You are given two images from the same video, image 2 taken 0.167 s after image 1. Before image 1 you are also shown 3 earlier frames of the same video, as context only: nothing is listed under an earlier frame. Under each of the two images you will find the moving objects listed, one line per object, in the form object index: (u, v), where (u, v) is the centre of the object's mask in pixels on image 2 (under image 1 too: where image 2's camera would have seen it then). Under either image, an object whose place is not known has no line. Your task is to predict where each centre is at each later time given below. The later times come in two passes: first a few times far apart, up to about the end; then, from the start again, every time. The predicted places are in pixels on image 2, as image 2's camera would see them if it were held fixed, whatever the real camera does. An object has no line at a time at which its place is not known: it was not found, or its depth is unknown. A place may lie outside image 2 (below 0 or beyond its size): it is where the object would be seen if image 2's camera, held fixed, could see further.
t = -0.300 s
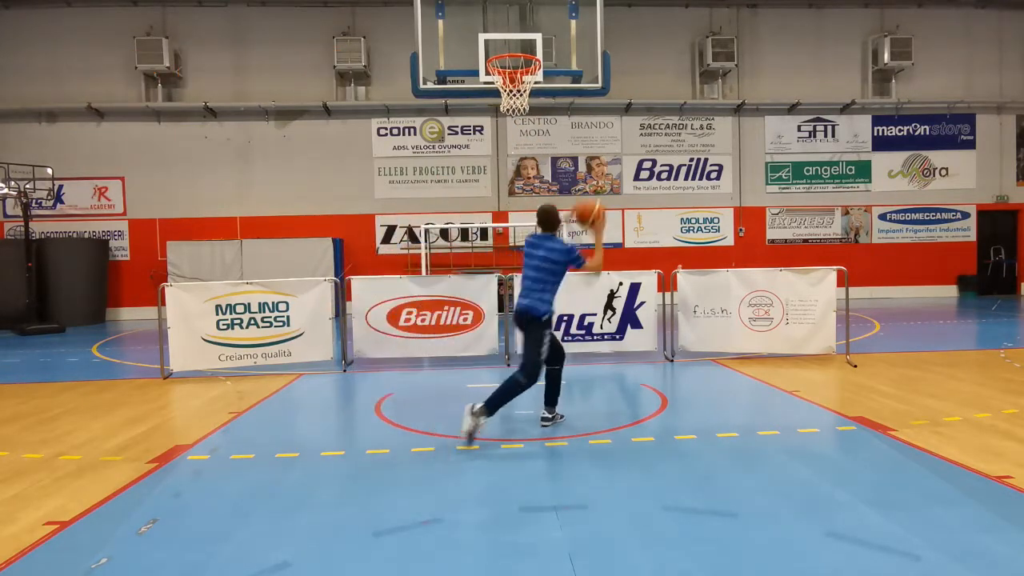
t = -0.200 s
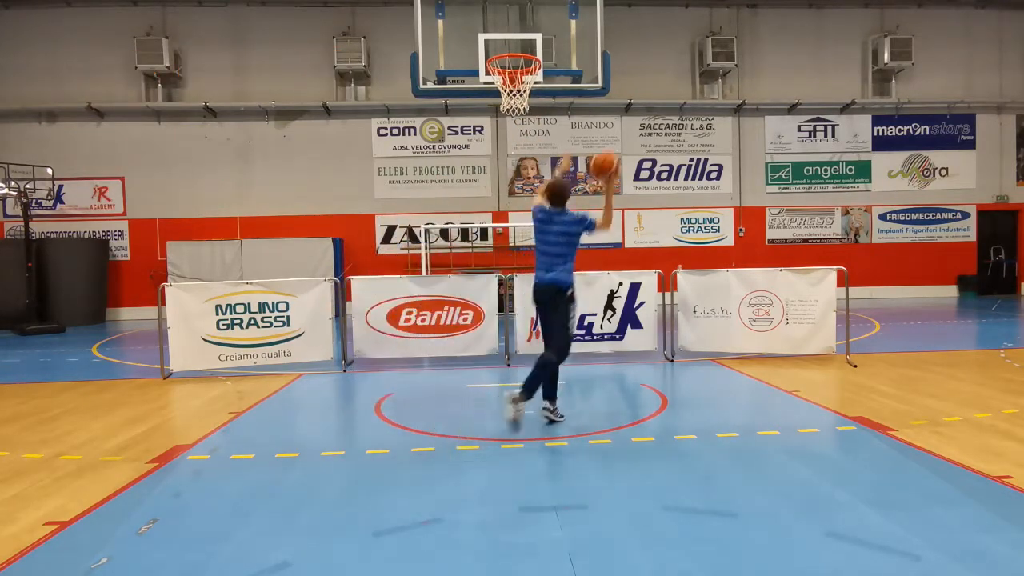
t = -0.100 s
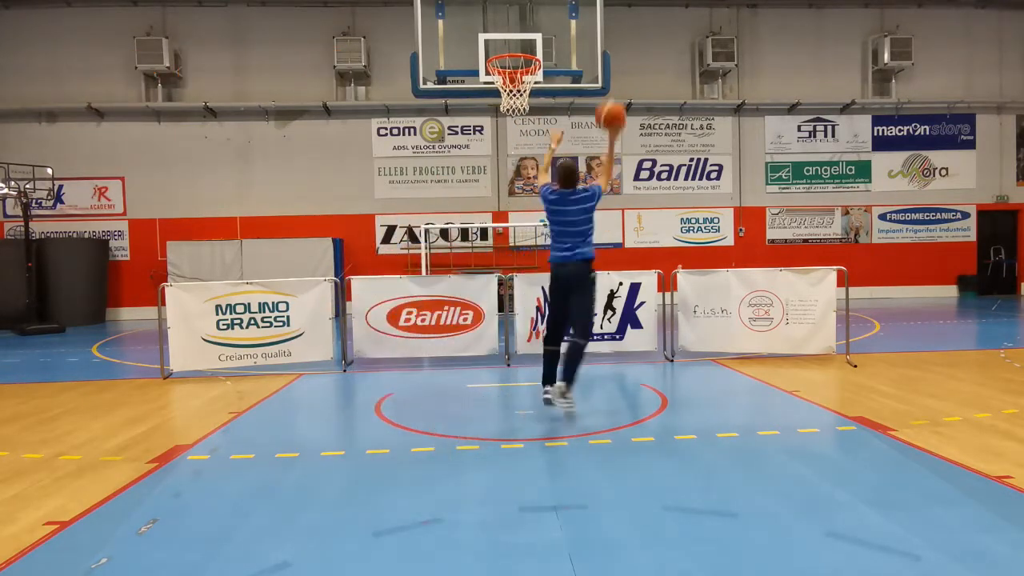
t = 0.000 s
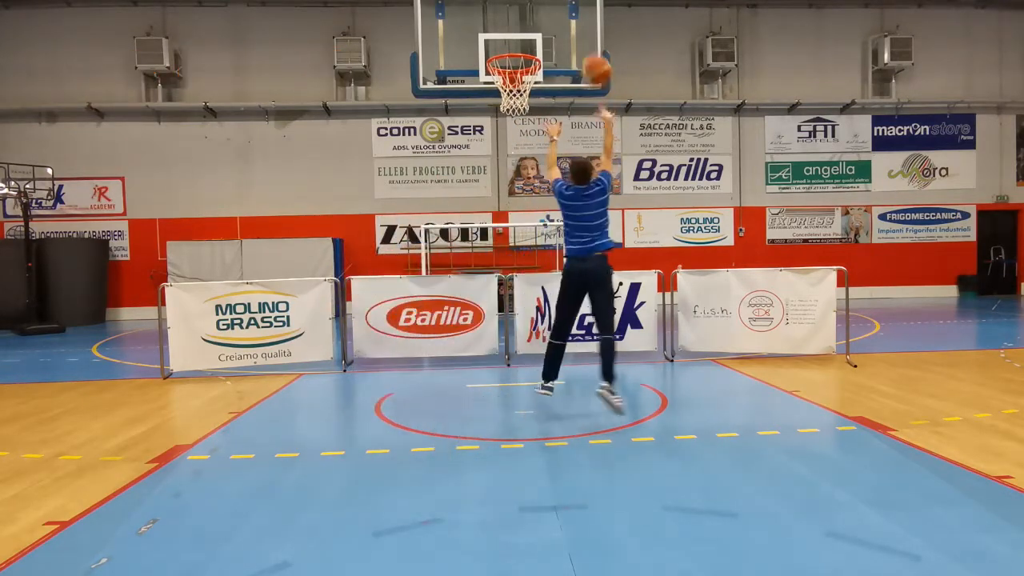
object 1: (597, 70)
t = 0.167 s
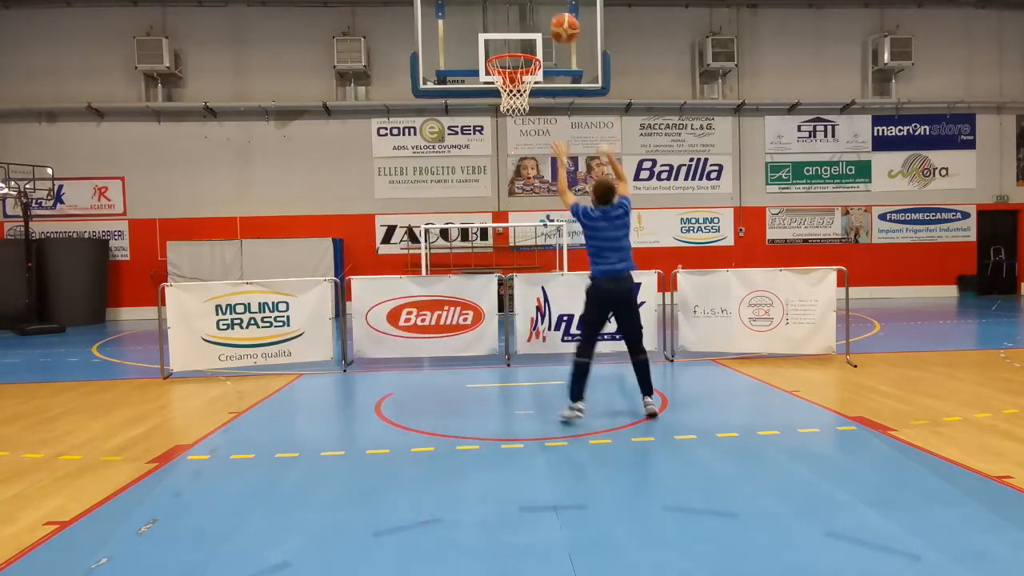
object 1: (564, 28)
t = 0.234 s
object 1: (553, 21)
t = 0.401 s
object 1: (528, 27)
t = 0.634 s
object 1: (508, 42)
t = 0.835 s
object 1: (509, 35)
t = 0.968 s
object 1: (511, 47)
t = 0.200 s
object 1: (558, 24)
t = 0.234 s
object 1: (553, 21)
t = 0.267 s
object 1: (548, 20)
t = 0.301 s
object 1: (542, 19)
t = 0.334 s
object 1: (538, 21)
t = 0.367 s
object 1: (532, 24)
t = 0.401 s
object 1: (528, 27)
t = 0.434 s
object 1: (524, 32)
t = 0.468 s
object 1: (518, 39)
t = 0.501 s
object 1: (514, 44)
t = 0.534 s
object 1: (510, 48)
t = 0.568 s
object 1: (509, 53)
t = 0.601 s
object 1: (508, 45)
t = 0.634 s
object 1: (508, 42)
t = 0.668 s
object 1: (508, 38)
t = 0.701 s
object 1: (509, 35)
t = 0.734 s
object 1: (509, 33)
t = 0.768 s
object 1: (509, 33)
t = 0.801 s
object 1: (509, 33)
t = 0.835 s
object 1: (509, 35)
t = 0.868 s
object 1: (509, 37)
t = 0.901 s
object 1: (510, 41)
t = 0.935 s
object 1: (510, 45)
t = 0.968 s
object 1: (511, 47)
